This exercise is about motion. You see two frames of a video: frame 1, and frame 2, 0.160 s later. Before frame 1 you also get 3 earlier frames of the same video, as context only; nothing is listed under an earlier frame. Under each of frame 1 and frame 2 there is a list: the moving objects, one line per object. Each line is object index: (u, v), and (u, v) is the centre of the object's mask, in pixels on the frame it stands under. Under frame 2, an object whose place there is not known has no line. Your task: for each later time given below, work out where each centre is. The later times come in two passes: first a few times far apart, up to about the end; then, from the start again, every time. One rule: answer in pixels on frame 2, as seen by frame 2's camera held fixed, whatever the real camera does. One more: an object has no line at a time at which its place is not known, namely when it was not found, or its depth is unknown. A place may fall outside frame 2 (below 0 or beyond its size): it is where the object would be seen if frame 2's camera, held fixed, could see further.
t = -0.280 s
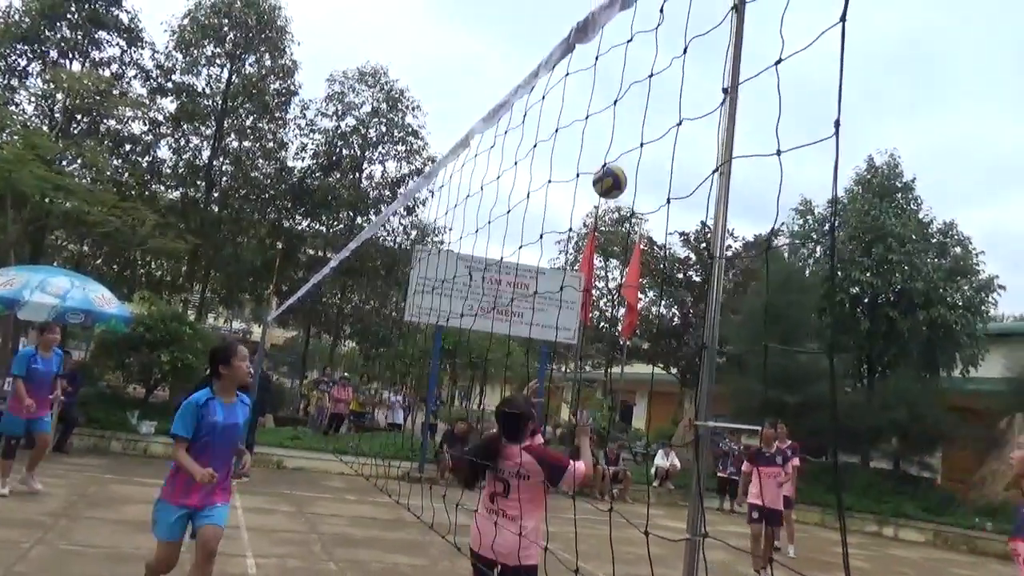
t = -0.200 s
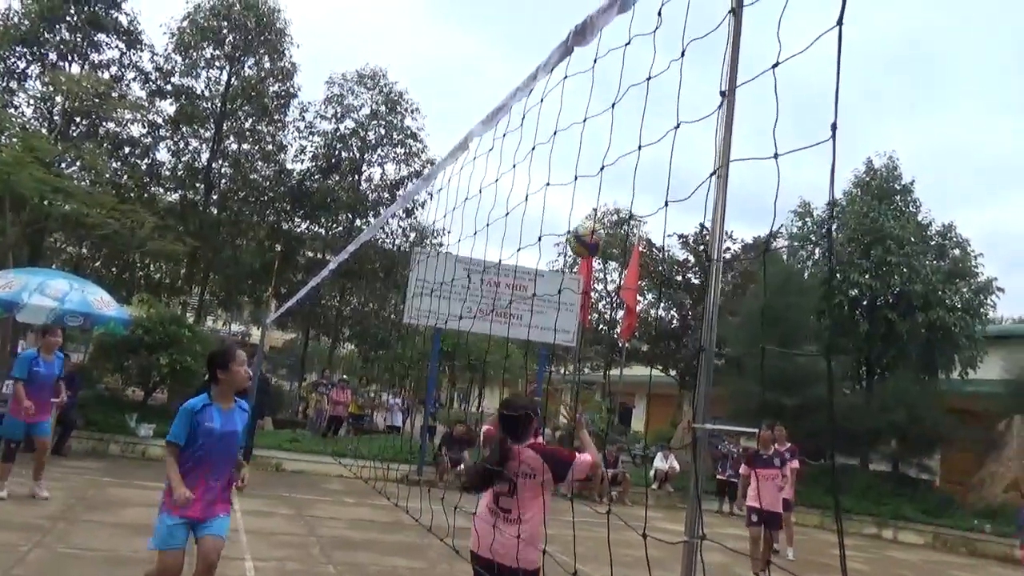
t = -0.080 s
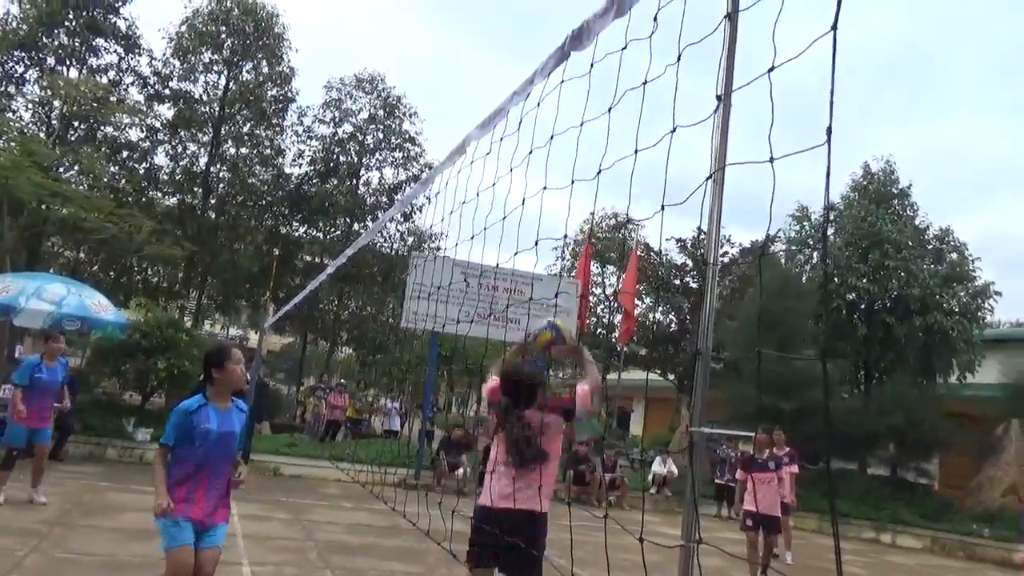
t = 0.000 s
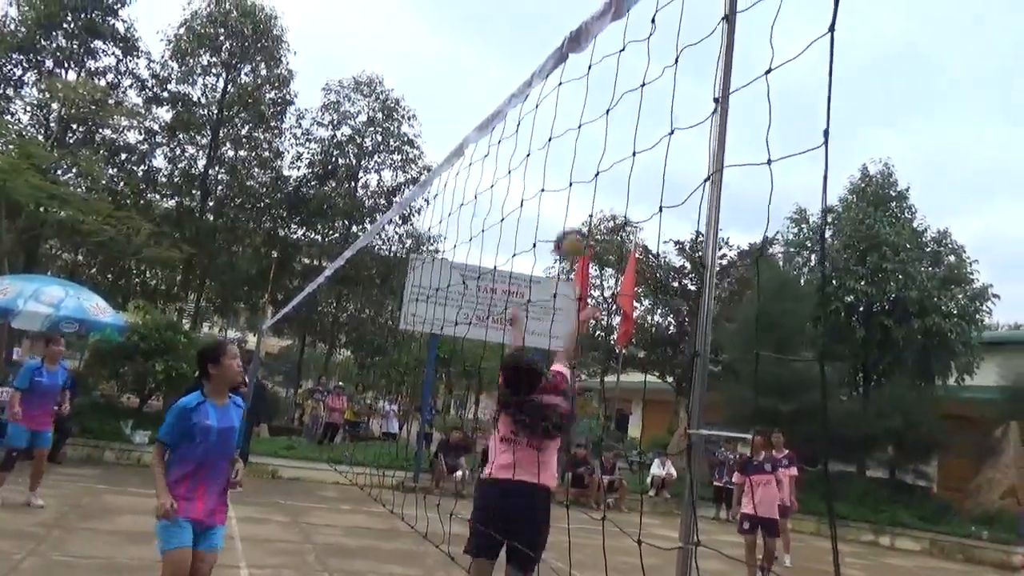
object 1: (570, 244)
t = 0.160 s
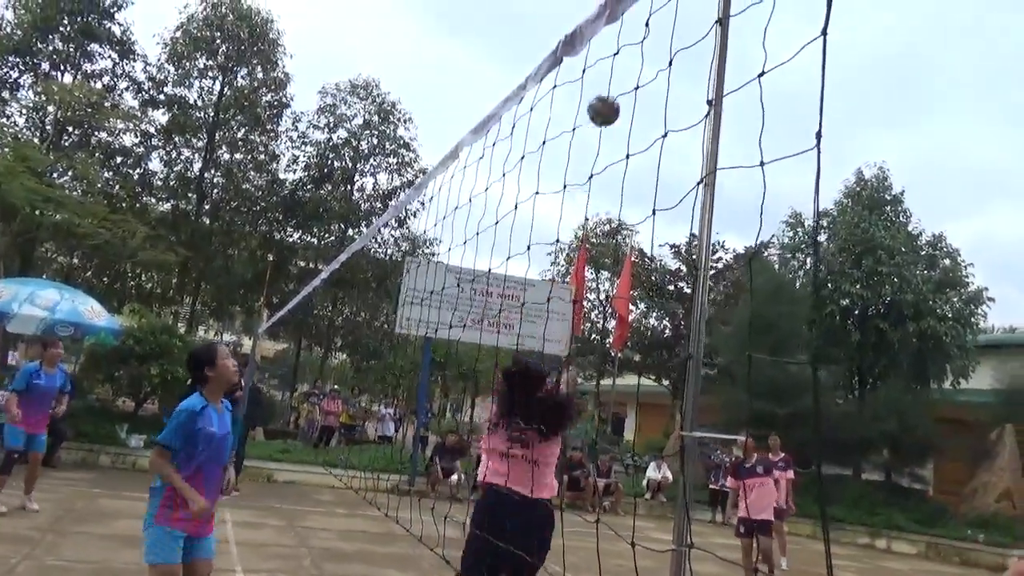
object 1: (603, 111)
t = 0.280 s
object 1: (623, 49)
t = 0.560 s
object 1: (655, 2)
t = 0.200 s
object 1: (610, 87)
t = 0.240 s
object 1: (617, 66)
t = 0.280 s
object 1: (623, 49)
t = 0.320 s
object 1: (630, 35)
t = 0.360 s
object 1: (636, 22)
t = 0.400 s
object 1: (644, 14)
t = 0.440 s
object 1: (645, 8)
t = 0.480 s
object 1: (644, 5)
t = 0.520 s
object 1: (651, 2)
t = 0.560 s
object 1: (655, 2)
